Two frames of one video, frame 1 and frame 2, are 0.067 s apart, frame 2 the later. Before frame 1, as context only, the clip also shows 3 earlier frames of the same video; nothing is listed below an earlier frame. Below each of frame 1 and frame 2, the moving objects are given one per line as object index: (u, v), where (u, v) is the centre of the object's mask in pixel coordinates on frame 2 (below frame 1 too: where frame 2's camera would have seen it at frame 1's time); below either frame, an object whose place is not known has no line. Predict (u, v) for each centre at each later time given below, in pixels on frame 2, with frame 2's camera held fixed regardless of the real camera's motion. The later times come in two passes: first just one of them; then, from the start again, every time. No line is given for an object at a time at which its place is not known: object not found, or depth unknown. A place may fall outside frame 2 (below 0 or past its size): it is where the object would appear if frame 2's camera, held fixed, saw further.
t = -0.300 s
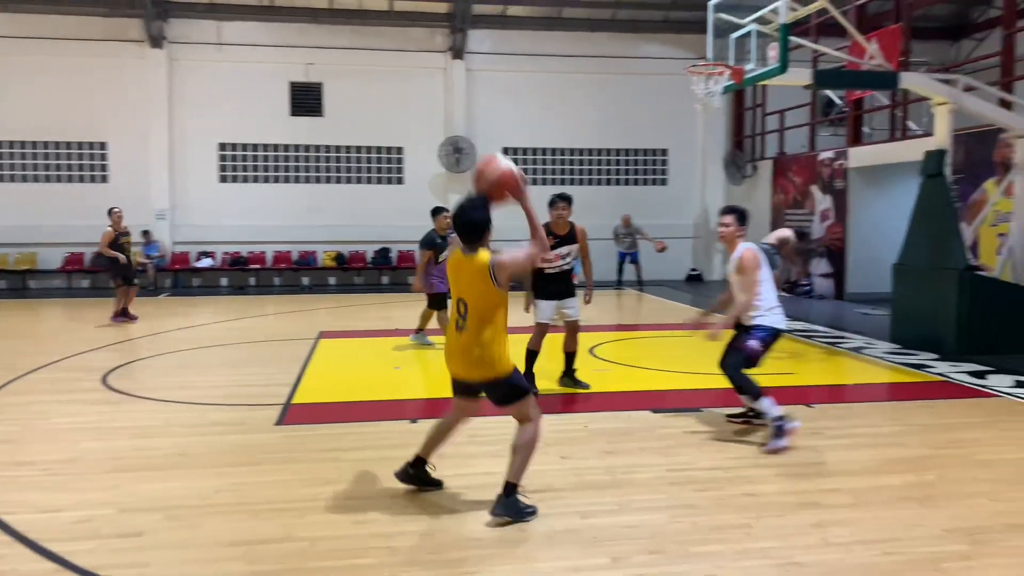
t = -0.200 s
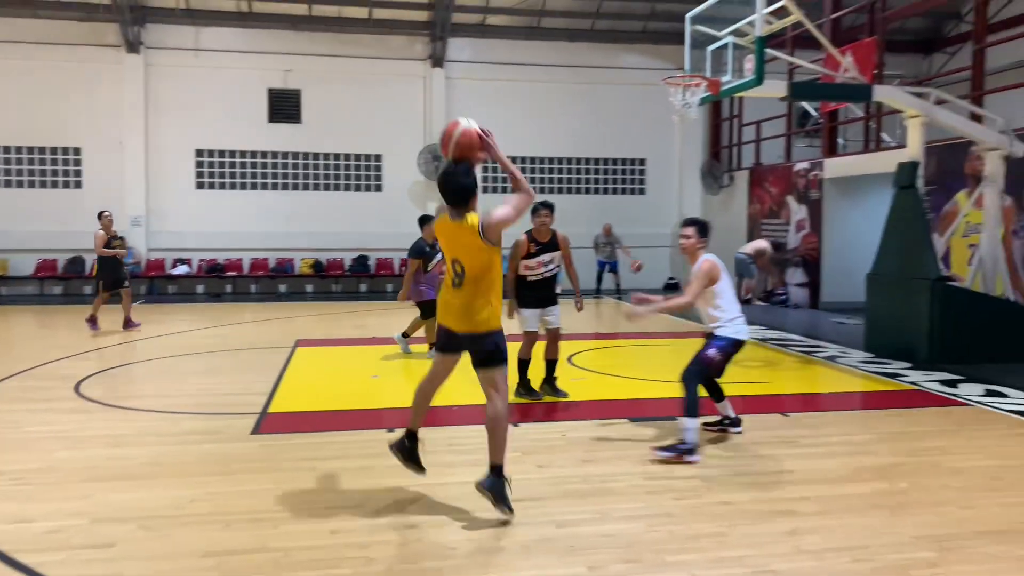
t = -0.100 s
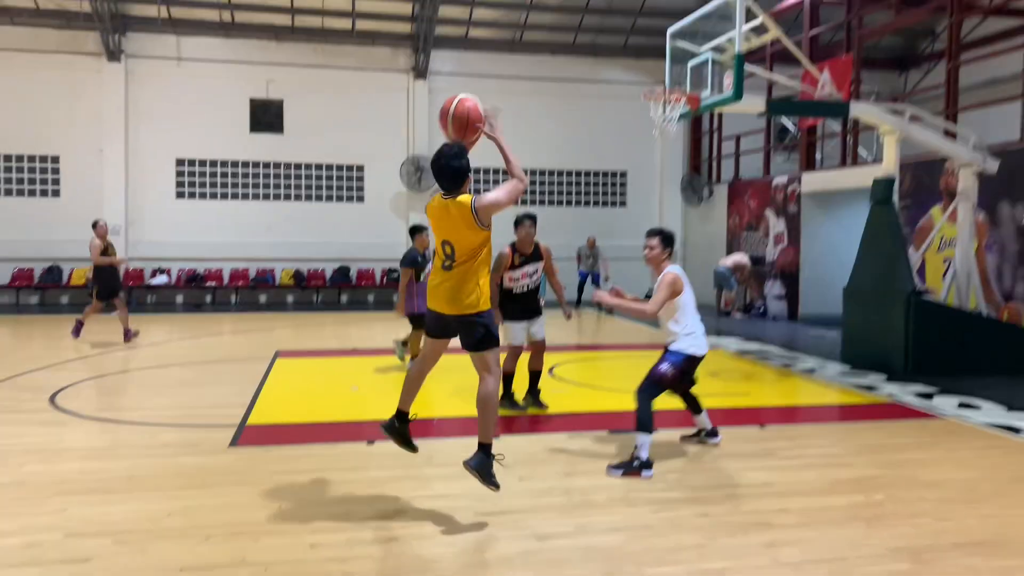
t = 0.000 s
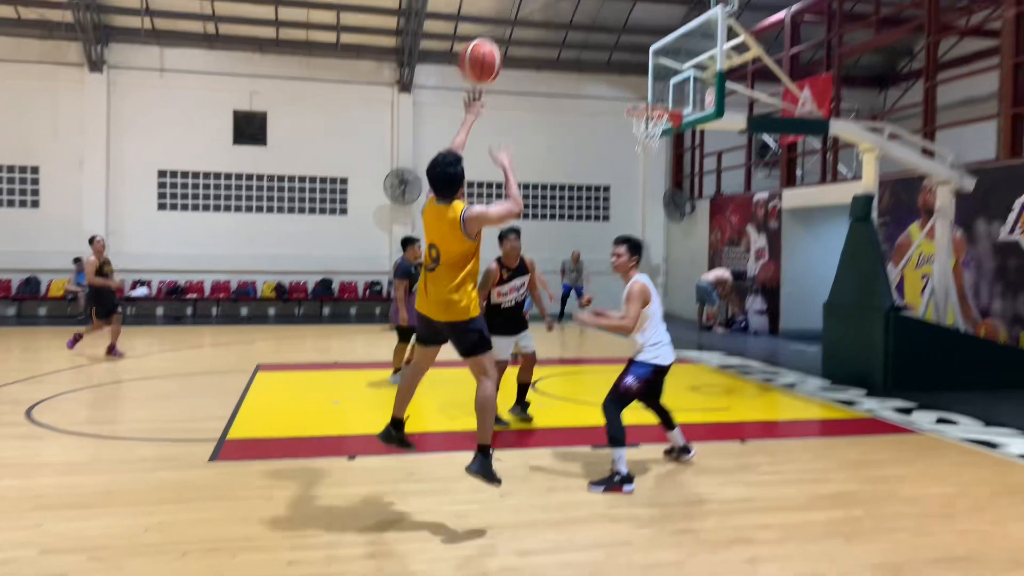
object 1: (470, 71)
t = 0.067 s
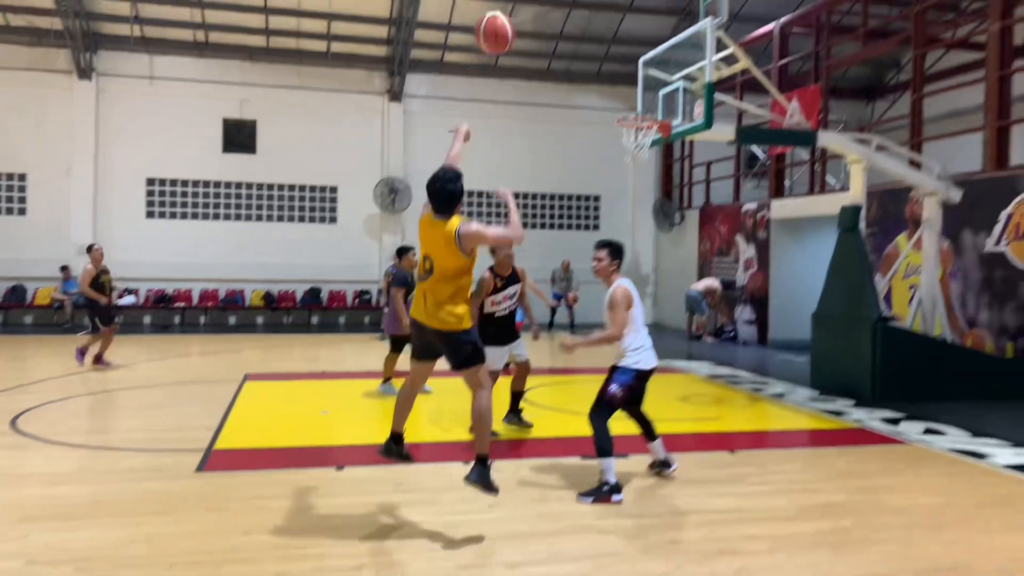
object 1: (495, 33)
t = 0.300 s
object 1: (552, -16)
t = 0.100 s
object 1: (505, 18)
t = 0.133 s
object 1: (515, 7)
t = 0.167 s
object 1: (523, 0)
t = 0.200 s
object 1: (532, -6)
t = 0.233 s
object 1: (539, -9)
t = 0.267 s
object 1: (546, -13)
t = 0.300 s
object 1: (552, -16)
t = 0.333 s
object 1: (559, -18)
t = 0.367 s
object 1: (566, -21)
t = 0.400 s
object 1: (571, -19)
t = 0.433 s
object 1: (577, -16)
